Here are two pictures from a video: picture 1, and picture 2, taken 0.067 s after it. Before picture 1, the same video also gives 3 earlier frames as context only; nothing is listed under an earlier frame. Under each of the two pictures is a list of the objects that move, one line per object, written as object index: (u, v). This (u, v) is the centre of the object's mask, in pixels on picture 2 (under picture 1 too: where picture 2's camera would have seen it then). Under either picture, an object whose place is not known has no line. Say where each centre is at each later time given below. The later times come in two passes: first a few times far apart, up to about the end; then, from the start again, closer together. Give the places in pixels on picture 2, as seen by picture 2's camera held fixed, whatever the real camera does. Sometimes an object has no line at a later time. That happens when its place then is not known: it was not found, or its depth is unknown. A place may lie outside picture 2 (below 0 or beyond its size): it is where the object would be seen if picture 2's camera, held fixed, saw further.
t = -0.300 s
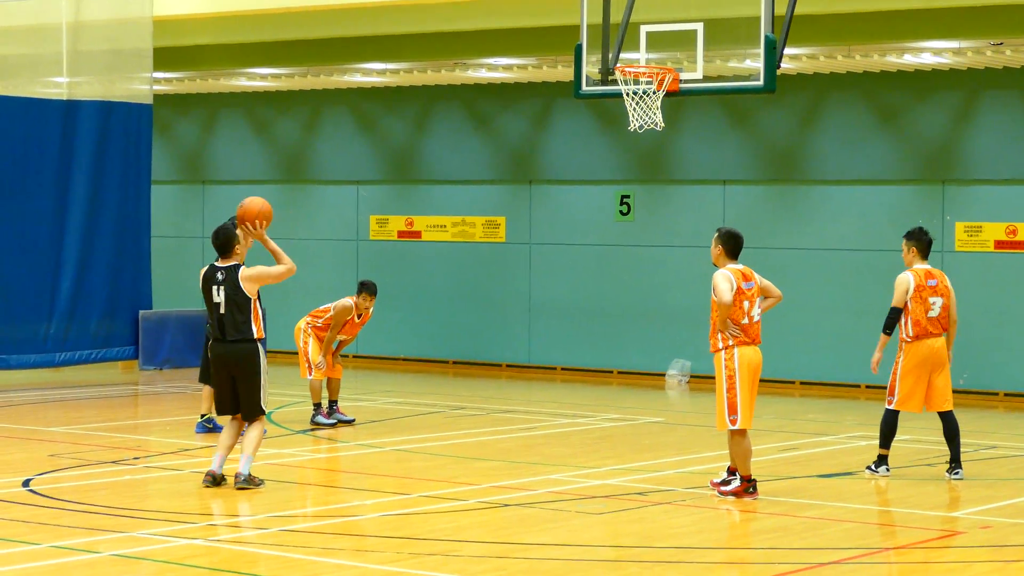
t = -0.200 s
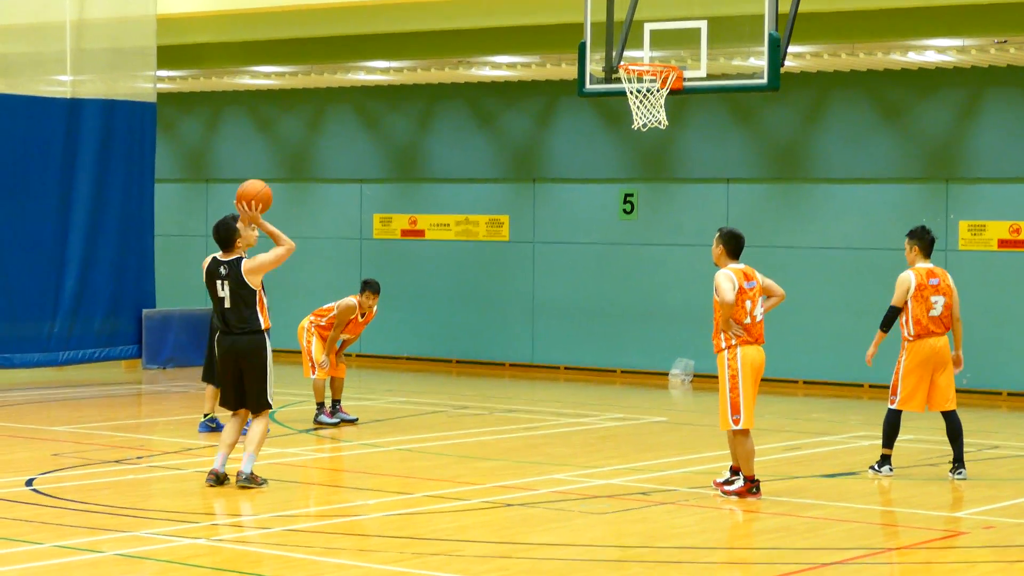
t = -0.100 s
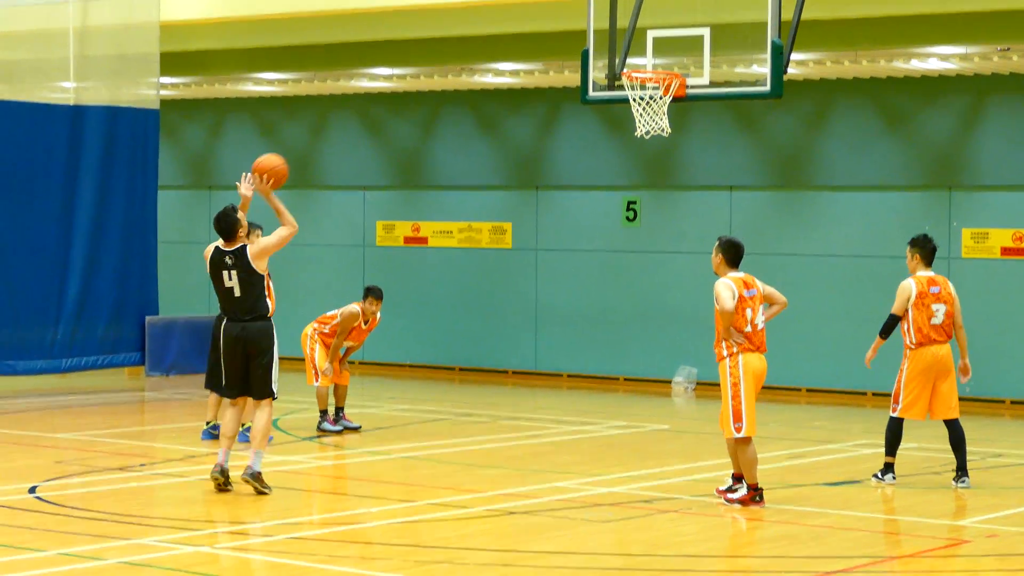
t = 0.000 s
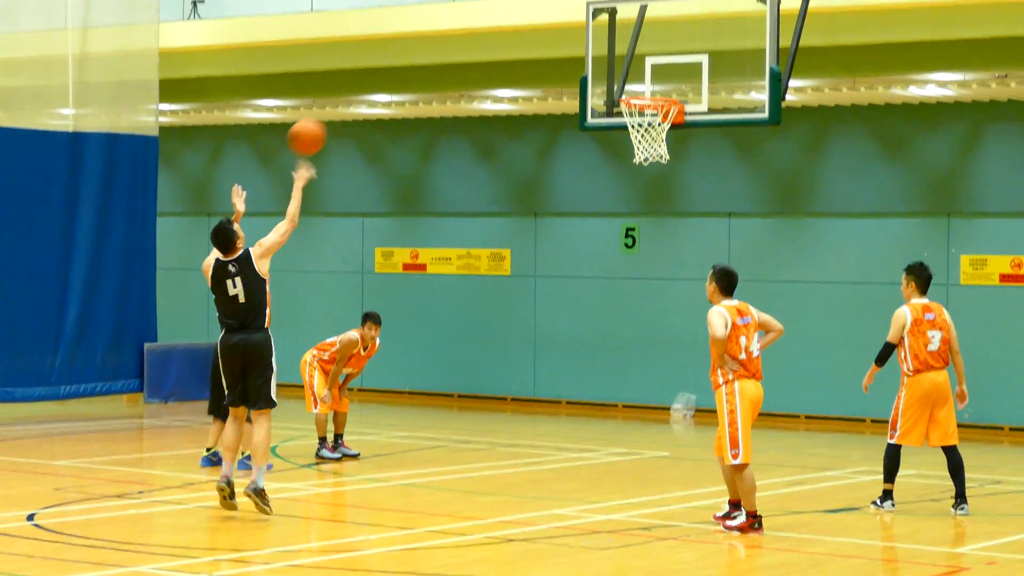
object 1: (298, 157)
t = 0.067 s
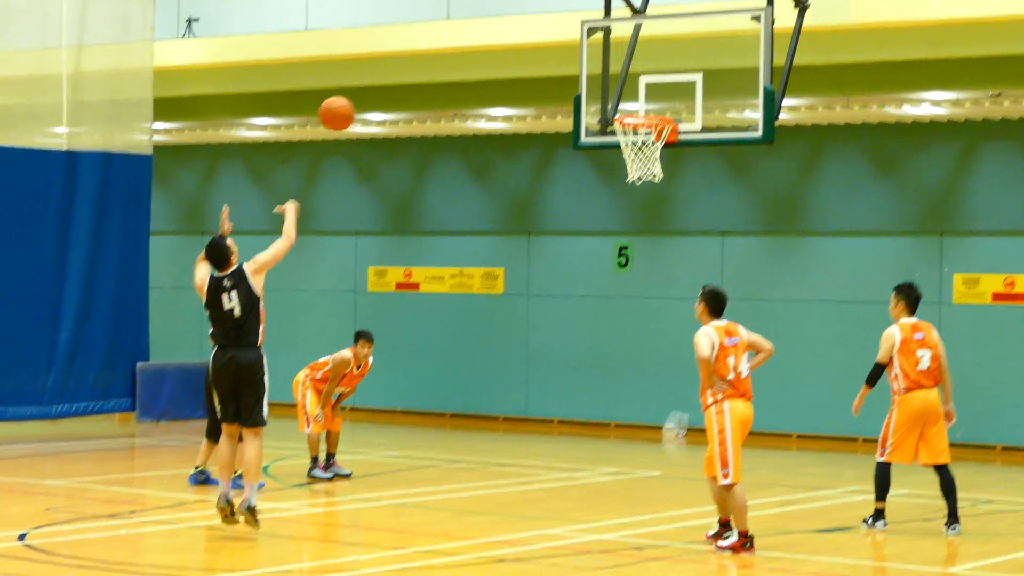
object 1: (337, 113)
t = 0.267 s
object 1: (435, 33)
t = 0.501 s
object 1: (537, 12)
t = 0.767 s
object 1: (640, 69)
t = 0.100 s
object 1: (353, 96)
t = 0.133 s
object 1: (371, 80)
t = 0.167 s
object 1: (387, 67)
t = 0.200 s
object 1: (403, 54)
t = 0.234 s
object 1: (419, 43)
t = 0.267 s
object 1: (435, 33)
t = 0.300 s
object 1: (450, 26)
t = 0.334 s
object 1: (465, 20)
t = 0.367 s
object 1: (480, 15)
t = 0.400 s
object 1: (495, 13)
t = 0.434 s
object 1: (509, 11)
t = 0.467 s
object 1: (524, 10)
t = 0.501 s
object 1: (537, 12)
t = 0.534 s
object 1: (551, 14)
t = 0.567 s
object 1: (563, 18)
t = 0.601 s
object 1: (578, 24)
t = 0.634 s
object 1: (591, 31)
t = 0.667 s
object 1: (603, 39)
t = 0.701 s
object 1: (616, 47)
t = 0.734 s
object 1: (628, 58)
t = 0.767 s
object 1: (640, 69)
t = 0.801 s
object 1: (652, 81)
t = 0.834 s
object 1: (664, 96)
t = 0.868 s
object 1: (676, 108)
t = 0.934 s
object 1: (677, 96)
